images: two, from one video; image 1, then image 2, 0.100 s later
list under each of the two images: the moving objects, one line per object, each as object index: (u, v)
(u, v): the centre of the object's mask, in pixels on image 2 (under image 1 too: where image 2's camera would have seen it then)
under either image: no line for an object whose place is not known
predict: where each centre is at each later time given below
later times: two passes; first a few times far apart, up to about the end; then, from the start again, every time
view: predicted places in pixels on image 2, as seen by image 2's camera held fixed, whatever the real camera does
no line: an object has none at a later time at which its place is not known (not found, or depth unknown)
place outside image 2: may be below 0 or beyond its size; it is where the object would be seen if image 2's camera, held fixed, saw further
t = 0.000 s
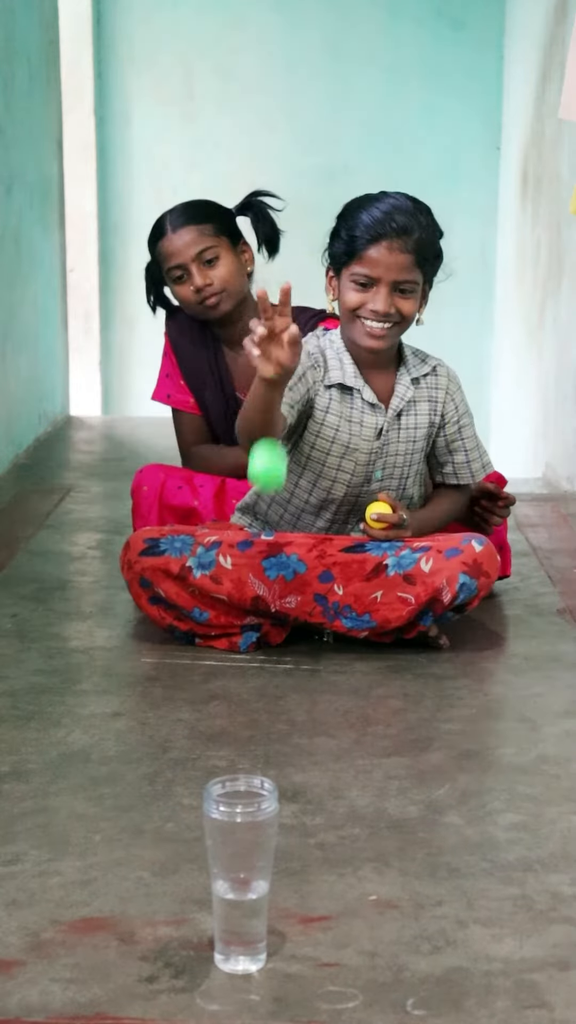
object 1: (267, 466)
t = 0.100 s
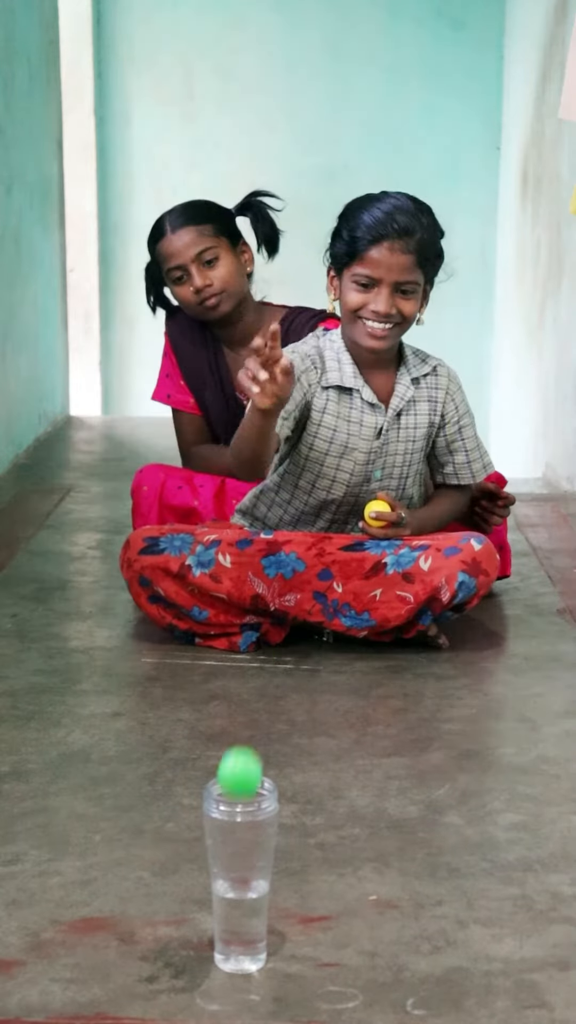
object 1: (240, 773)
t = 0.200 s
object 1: (237, 694)
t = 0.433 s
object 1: (230, 911)
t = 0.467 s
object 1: (228, 977)
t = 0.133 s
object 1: (238, 741)
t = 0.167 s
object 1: (237, 712)
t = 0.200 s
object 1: (237, 694)
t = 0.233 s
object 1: (236, 687)
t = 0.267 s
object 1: (235, 694)
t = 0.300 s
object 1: (234, 713)
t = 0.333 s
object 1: (233, 743)
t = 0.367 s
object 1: (232, 786)
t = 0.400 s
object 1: (231, 845)
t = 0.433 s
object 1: (230, 911)
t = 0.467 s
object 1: (228, 977)
